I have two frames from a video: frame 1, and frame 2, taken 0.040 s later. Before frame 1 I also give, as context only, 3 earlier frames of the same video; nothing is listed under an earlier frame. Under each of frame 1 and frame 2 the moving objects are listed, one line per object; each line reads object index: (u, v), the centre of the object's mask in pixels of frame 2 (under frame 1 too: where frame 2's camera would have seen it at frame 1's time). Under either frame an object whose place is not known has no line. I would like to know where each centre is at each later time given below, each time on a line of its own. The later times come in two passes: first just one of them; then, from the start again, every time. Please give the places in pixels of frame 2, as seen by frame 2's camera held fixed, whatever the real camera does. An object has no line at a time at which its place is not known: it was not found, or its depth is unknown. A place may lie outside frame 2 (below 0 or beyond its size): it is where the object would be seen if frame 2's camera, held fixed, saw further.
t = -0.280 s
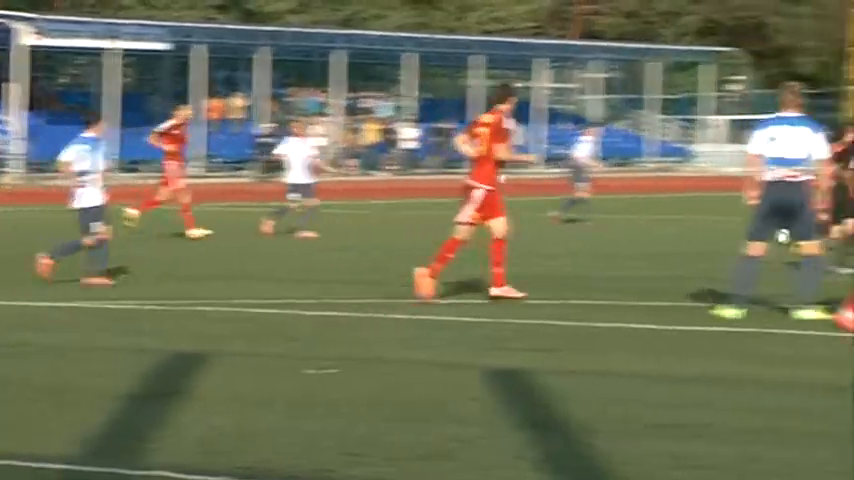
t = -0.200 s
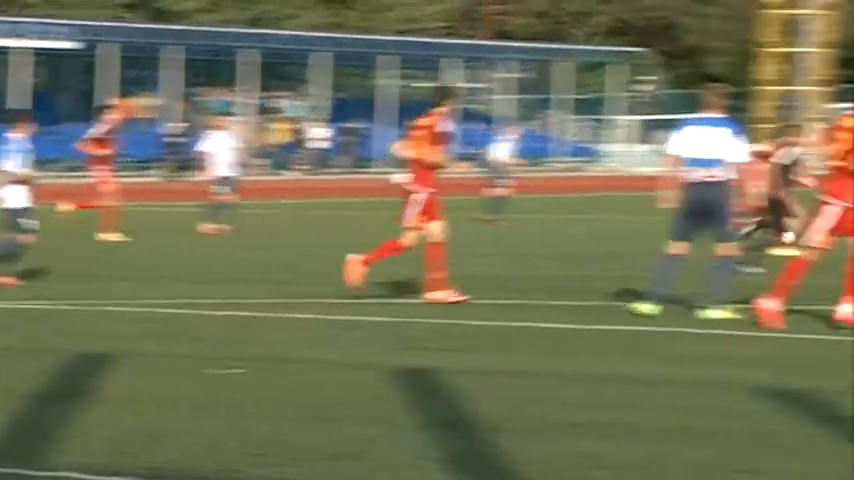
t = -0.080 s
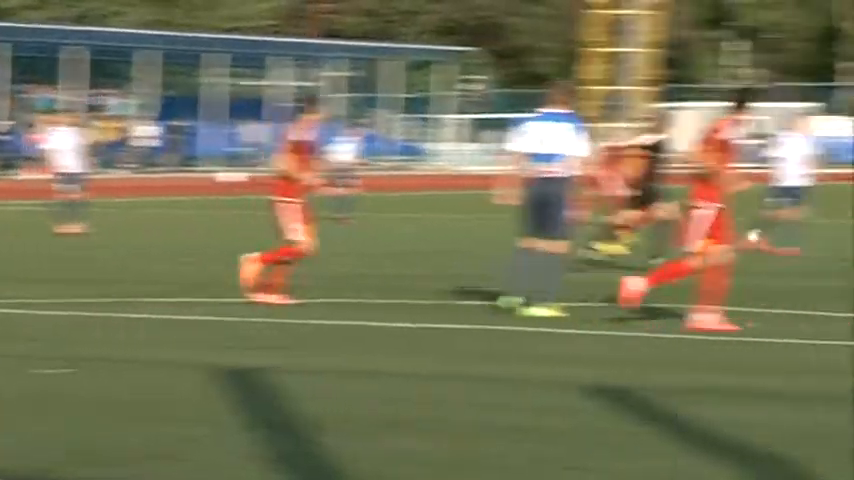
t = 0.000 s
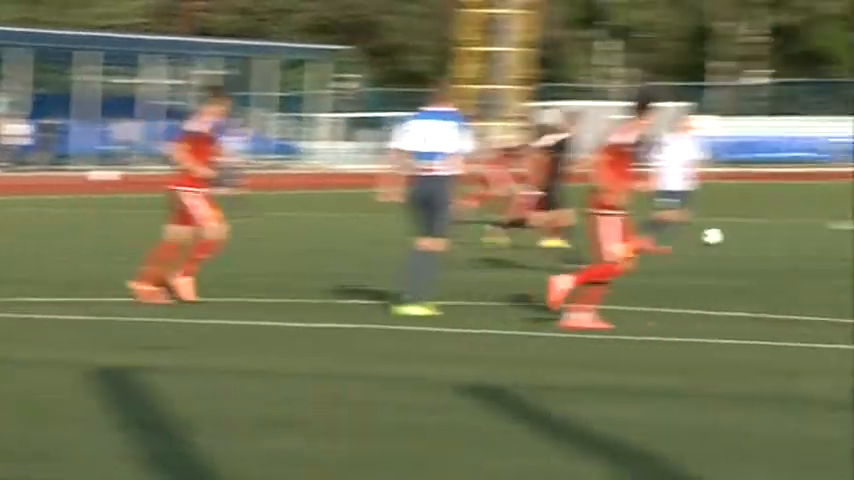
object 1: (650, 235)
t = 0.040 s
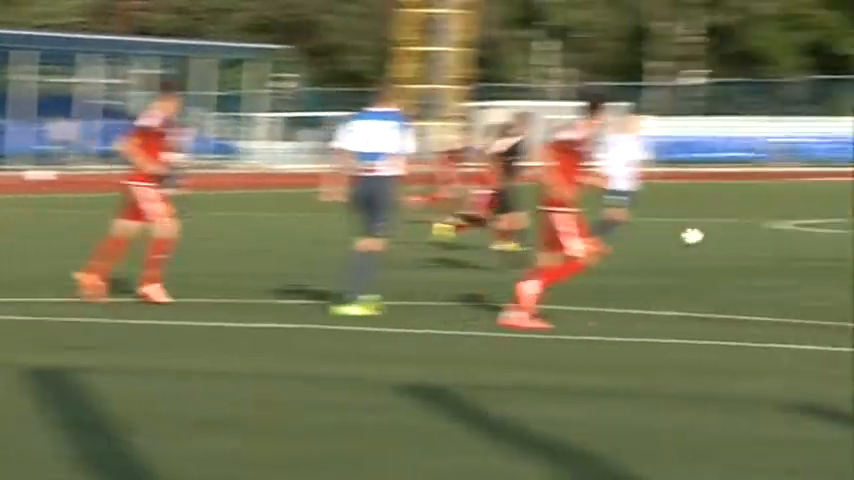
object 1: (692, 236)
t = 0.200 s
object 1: (852, 241)
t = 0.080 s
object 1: (733, 239)
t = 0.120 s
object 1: (773, 239)
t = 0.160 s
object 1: (813, 240)
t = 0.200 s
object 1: (852, 241)
